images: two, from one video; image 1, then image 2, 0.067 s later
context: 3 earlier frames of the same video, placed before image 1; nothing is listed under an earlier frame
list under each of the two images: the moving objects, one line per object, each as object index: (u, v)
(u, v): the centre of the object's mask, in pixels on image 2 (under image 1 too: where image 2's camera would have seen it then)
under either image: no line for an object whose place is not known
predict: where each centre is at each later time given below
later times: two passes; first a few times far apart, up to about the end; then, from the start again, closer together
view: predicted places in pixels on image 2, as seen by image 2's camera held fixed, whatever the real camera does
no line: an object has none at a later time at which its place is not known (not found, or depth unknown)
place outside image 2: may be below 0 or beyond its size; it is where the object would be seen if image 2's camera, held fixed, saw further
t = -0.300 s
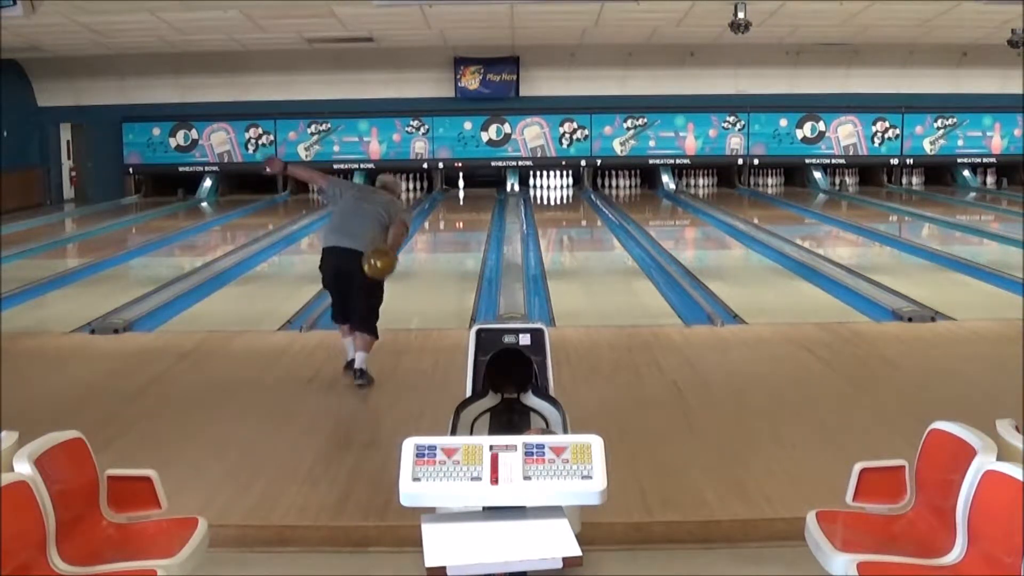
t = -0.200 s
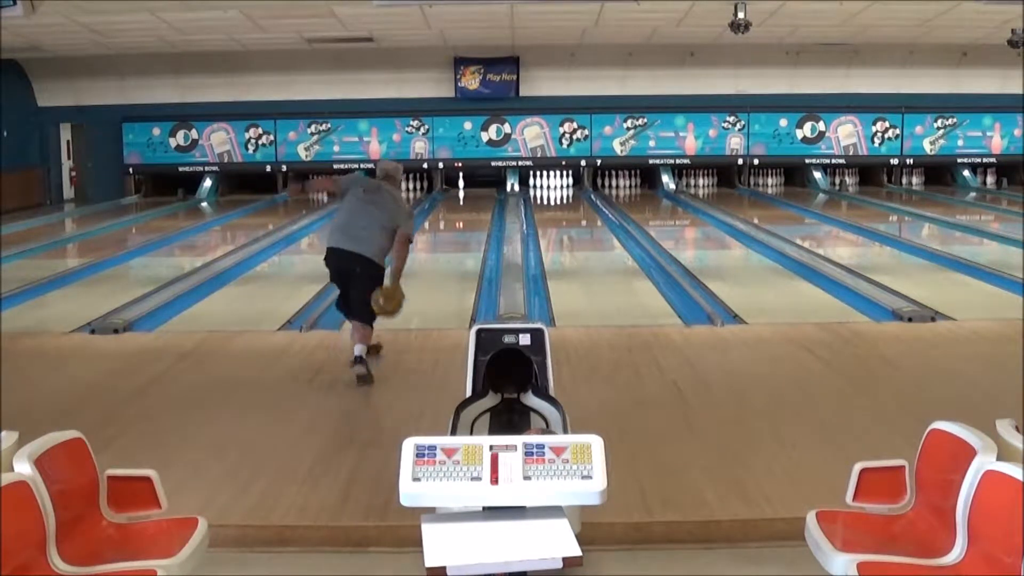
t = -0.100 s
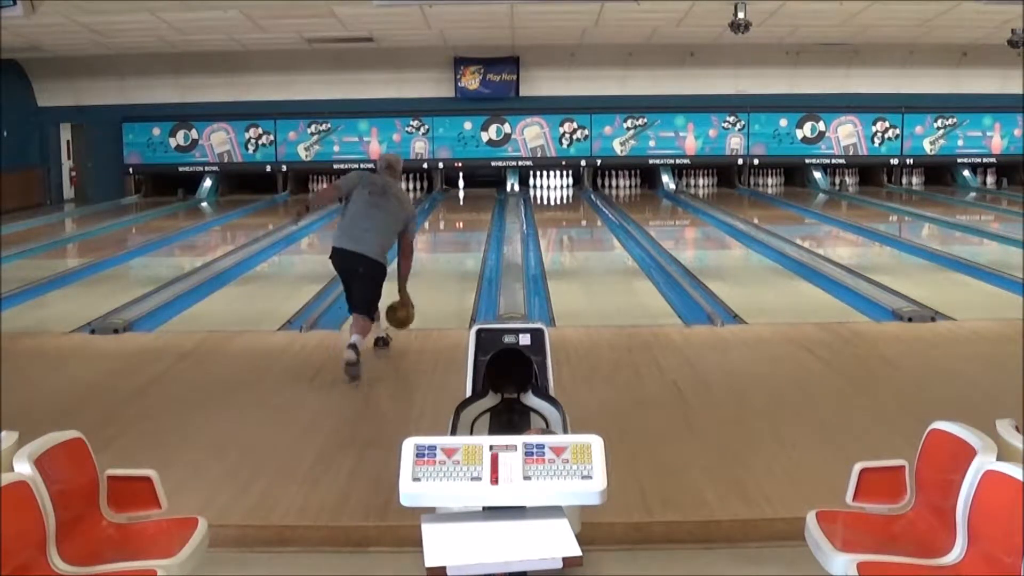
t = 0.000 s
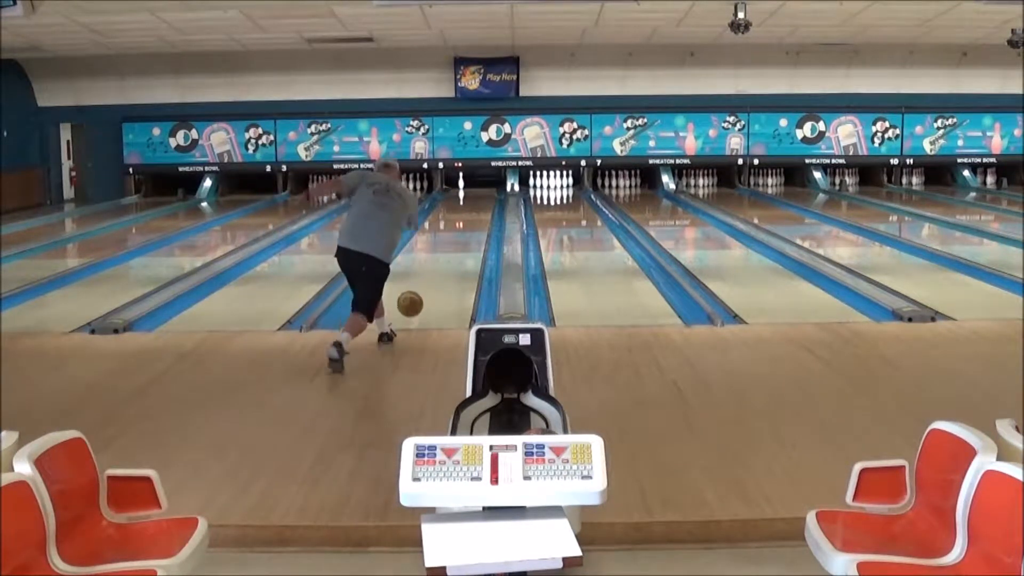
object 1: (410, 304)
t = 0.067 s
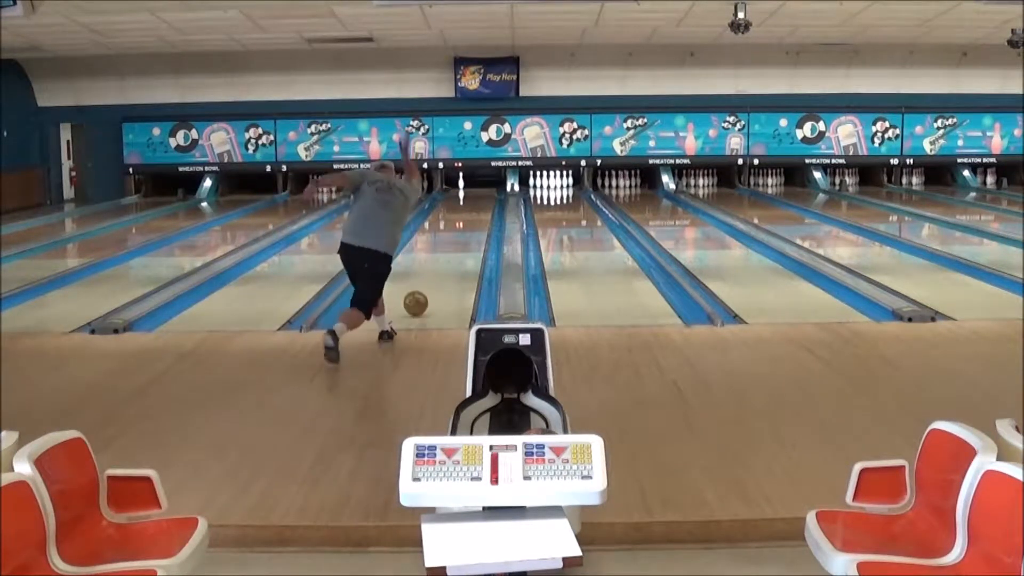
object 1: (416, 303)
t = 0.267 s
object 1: (429, 273)
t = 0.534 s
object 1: (440, 246)
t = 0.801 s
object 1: (448, 228)
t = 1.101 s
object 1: (455, 211)
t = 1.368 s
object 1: (459, 200)
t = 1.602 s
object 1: (461, 193)
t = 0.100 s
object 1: (418, 297)
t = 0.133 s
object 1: (421, 290)
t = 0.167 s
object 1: (423, 285)
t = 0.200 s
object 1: (425, 282)
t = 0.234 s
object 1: (427, 278)
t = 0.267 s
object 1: (429, 273)
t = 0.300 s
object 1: (430, 269)
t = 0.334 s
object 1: (432, 266)
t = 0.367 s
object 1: (434, 262)
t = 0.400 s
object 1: (435, 259)
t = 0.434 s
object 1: (437, 255)
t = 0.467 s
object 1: (438, 252)
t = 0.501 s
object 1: (439, 249)
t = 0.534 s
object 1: (440, 246)
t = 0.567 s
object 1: (441, 244)
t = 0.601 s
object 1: (443, 242)
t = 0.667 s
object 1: (445, 236)
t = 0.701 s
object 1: (446, 234)
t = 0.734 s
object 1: (447, 232)
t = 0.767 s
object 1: (447, 230)
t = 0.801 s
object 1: (448, 228)
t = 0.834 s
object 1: (449, 226)
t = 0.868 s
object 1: (450, 224)
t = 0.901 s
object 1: (450, 223)
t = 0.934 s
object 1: (450, 221)
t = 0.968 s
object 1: (452, 218)
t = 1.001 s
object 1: (453, 216)
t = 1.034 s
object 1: (454, 214)
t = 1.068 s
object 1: (454, 213)
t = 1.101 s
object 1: (455, 211)
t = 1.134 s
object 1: (455, 210)
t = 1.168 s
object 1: (456, 208)
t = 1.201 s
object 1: (456, 207)
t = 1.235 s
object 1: (457, 205)
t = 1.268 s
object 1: (457, 204)
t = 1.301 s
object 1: (458, 203)
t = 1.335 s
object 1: (459, 201)
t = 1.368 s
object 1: (459, 200)
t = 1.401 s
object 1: (459, 199)
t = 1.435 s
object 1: (460, 197)
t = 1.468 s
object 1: (460, 197)
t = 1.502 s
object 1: (460, 196)
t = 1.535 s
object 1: (461, 195)
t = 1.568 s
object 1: (461, 194)
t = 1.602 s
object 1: (461, 193)
